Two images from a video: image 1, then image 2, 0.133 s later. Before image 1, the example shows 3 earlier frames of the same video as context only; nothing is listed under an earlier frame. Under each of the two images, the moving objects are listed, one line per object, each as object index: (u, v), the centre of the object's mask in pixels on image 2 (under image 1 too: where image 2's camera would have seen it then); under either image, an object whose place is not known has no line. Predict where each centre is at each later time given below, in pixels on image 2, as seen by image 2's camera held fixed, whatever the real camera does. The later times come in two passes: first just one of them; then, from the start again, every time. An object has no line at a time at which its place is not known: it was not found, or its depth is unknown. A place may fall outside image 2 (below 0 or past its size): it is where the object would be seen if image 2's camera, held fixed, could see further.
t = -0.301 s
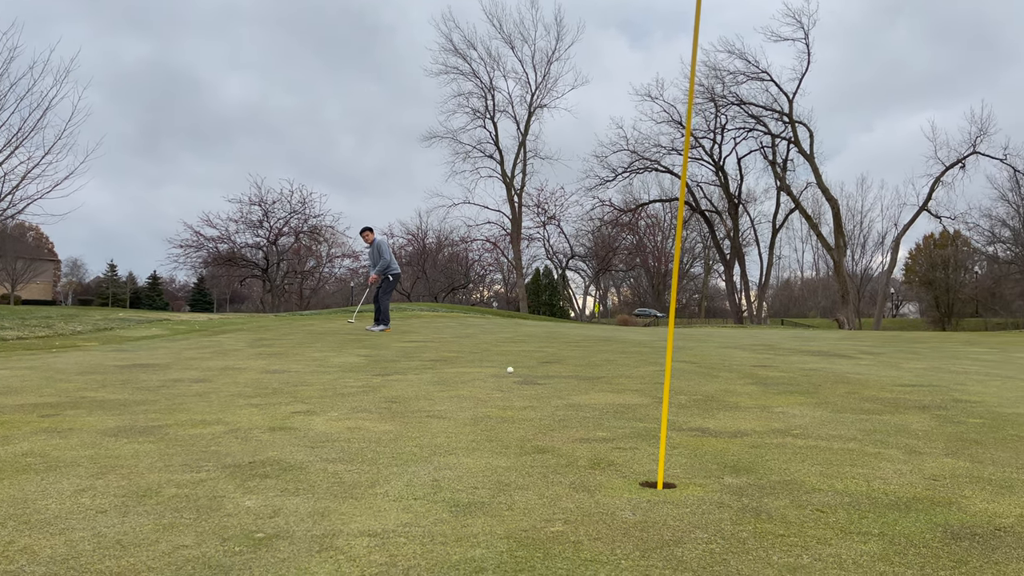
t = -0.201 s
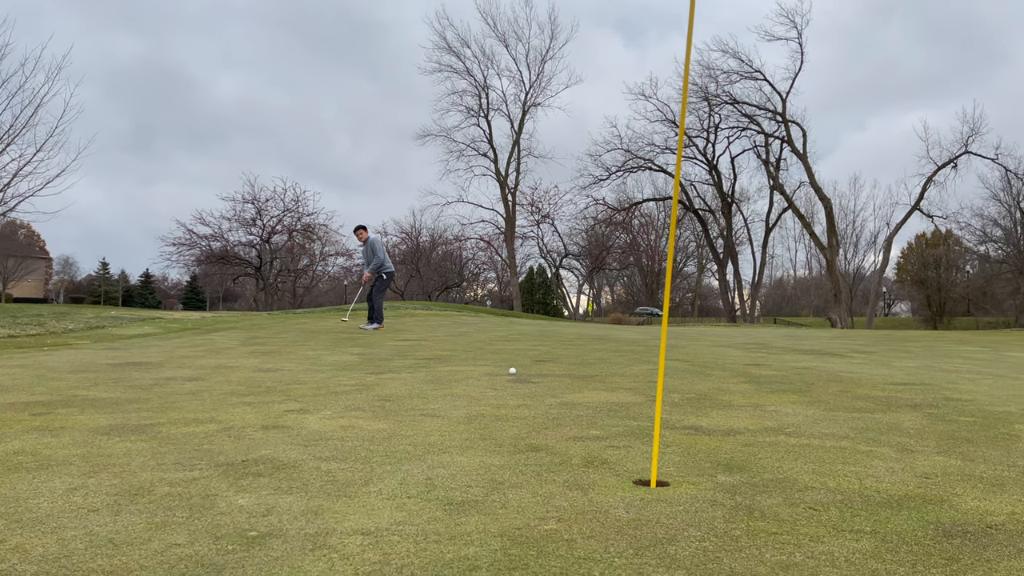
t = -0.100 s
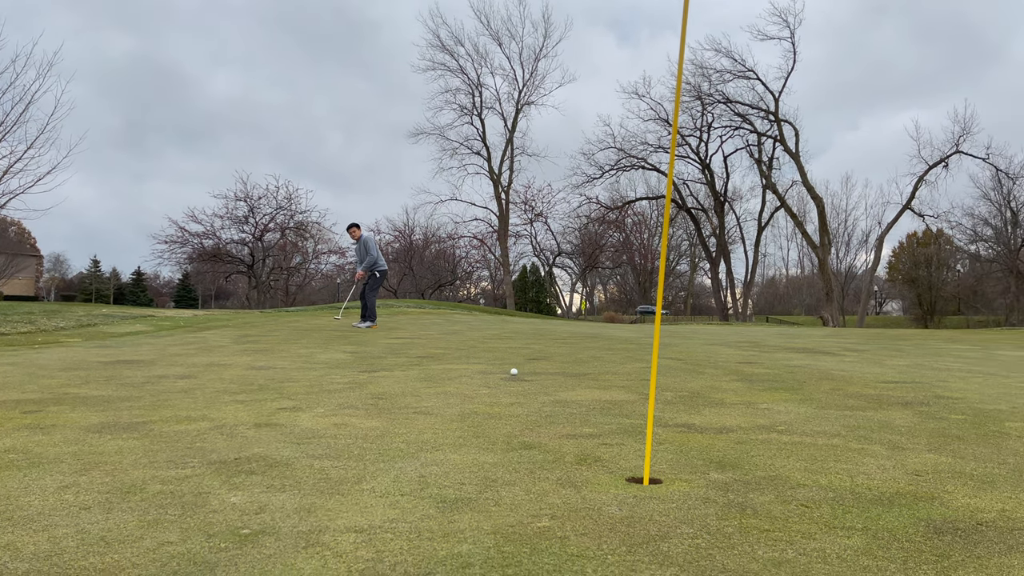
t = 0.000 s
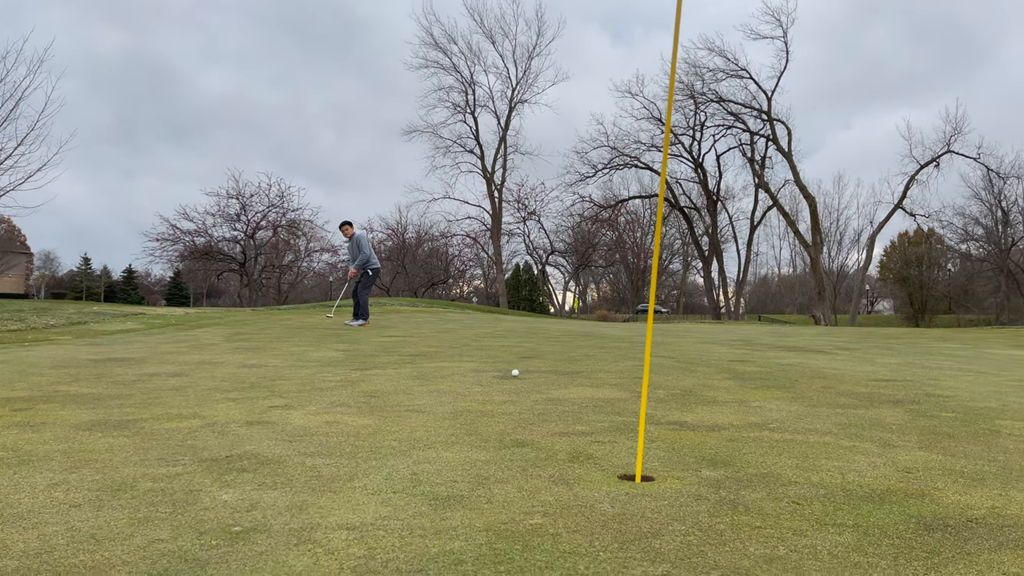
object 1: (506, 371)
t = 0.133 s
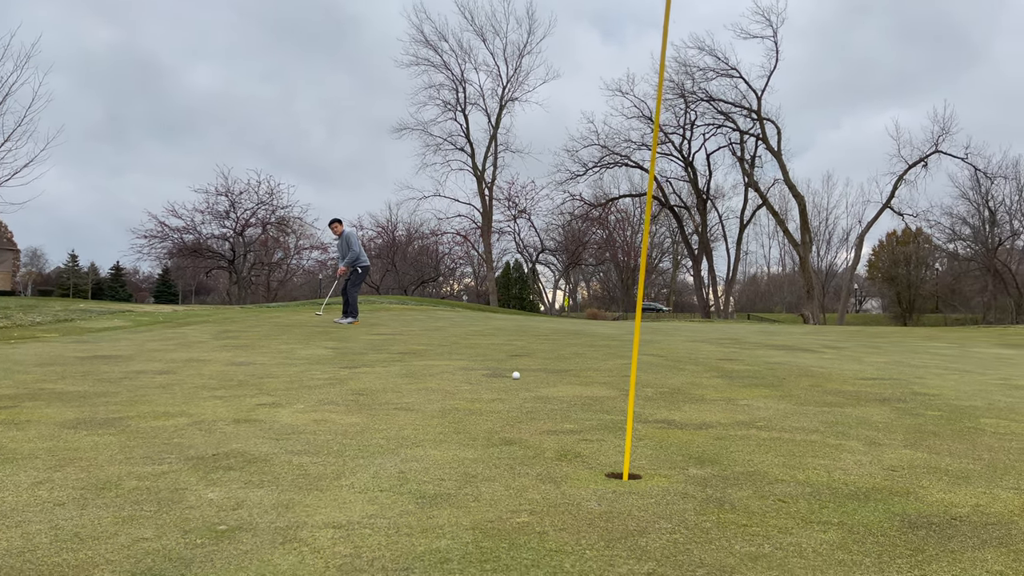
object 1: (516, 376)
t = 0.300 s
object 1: (528, 382)
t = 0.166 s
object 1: (518, 377)
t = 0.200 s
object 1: (520, 379)
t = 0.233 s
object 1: (523, 380)
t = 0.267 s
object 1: (525, 381)
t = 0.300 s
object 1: (528, 382)
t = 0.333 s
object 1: (530, 383)
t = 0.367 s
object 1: (533, 384)
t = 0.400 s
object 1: (536, 386)
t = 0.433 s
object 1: (538, 387)
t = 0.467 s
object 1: (541, 388)
